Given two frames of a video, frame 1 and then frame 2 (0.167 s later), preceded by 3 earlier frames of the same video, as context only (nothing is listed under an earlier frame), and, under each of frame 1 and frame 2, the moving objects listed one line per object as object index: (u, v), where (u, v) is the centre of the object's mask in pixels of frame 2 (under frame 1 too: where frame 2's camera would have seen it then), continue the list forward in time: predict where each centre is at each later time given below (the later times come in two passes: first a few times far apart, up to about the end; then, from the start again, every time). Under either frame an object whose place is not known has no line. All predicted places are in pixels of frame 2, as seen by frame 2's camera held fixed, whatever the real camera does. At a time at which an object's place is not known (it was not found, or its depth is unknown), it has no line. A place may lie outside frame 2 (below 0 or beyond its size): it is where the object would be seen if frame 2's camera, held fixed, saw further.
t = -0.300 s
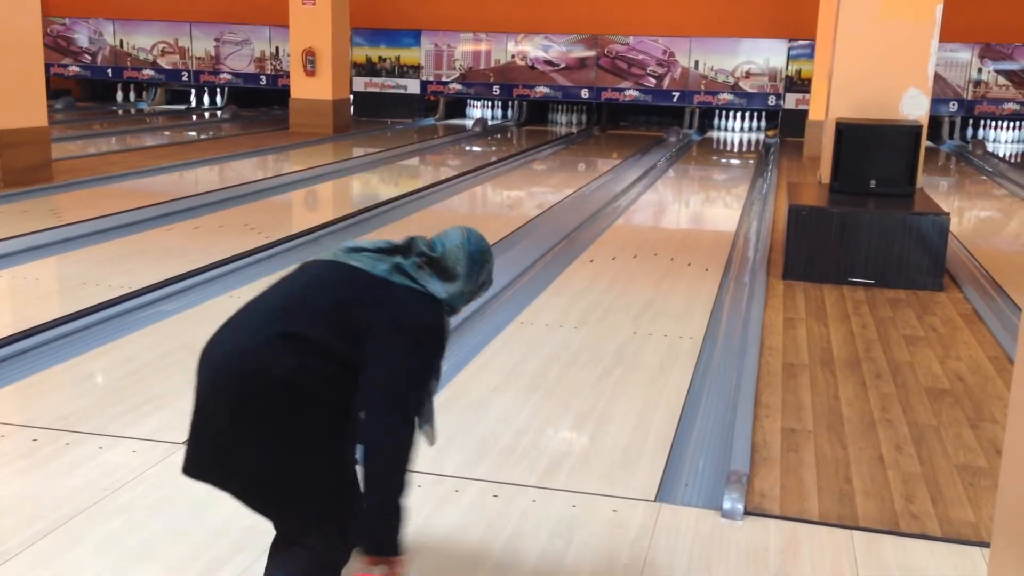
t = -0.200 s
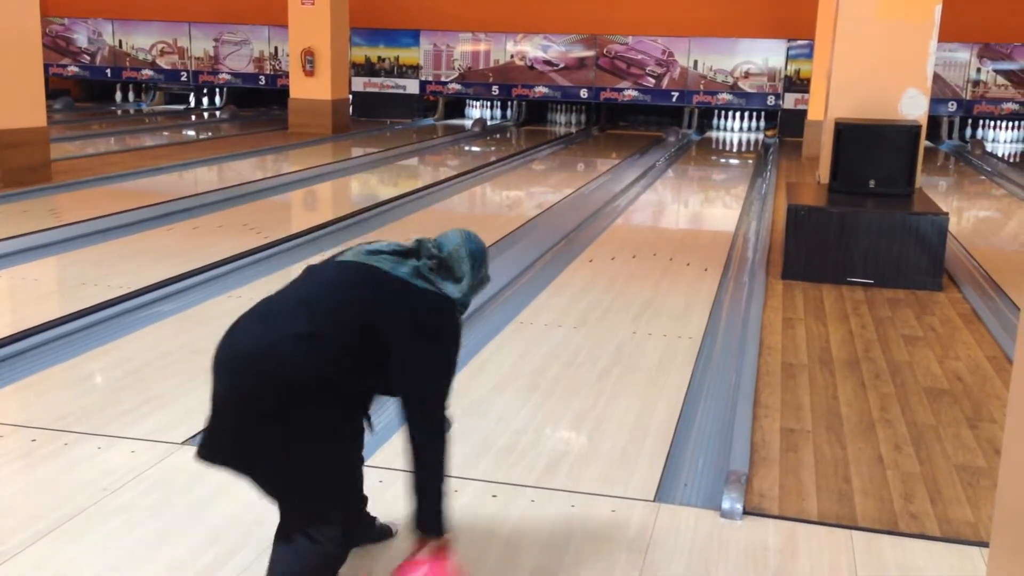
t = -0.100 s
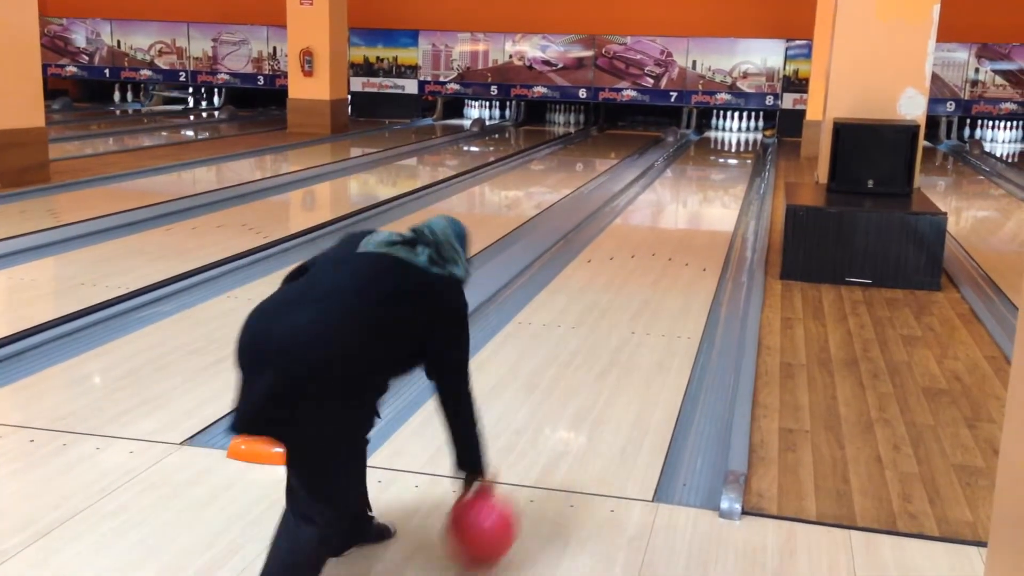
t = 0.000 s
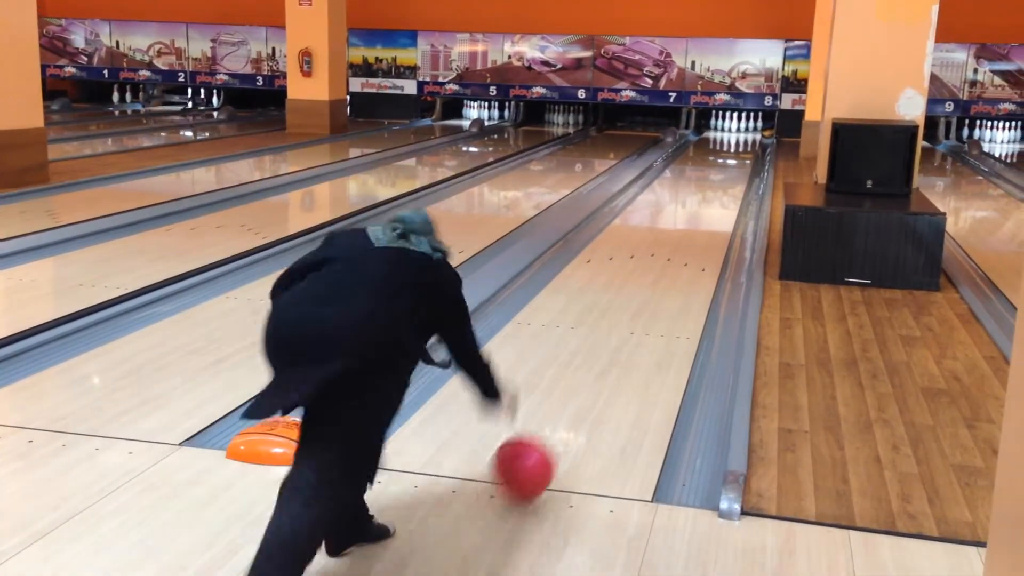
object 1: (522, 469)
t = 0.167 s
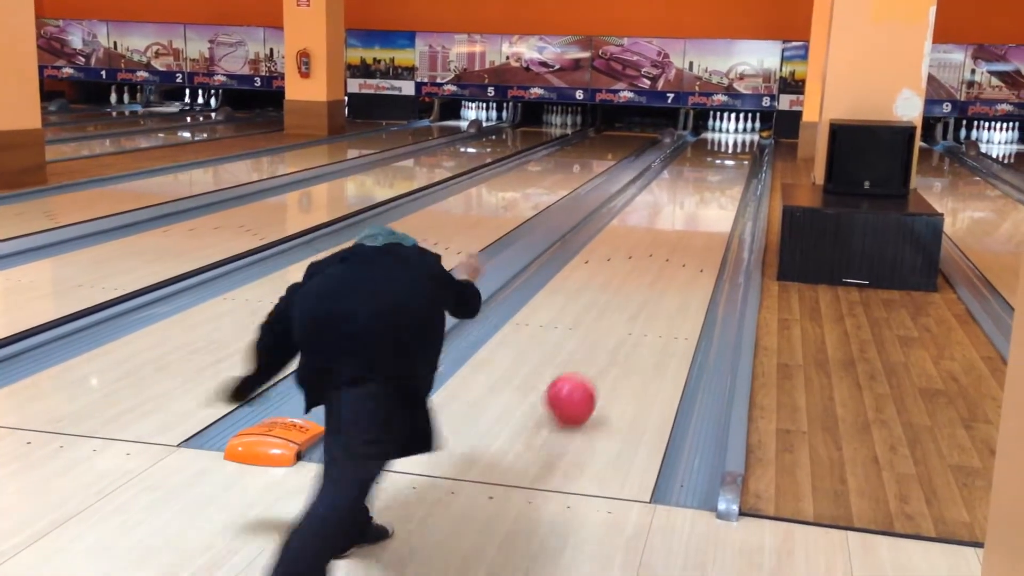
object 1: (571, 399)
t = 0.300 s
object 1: (599, 358)
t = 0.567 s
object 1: (637, 300)
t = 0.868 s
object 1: (665, 257)
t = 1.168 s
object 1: (684, 227)
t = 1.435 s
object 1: (697, 207)
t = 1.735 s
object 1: (707, 191)
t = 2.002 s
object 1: (714, 179)
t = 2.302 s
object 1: (720, 169)
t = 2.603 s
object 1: (725, 160)
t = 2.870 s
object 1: (728, 153)
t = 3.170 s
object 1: (730, 148)
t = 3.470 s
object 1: (731, 144)
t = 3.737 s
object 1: (732, 140)
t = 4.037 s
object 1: (733, 135)
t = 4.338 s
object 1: (734, 132)
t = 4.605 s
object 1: (735, 129)
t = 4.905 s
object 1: (741, 128)
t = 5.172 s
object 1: (743, 127)
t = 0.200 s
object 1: (579, 388)
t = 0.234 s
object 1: (586, 377)
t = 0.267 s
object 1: (592, 367)
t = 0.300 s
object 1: (599, 358)
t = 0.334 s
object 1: (604, 349)
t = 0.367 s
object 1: (610, 341)
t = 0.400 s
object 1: (615, 333)
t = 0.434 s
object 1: (620, 326)
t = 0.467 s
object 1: (624, 319)
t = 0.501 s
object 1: (629, 312)
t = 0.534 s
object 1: (633, 306)
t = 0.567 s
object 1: (637, 300)
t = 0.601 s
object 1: (641, 295)
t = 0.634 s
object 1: (644, 289)
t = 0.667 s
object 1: (648, 283)
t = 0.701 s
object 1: (651, 278)
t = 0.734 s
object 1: (654, 274)
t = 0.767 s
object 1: (657, 269)
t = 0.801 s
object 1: (660, 265)
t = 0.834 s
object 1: (662, 261)
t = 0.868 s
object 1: (665, 257)
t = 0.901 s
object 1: (667, 253)
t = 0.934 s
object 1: (670, 249)
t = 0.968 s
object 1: (672, 246)
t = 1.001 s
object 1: (674, 243)
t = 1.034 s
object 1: (676, 239)
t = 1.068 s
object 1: (678, 236)
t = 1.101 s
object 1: (681, 233)
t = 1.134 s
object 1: (682, 230)
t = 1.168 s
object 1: (684, 227)
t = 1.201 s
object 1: (686, 225)
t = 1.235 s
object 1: (687, 222)
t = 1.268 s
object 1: (689, 219)
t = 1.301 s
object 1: (691, 217)
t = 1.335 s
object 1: (692, 214)
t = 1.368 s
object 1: (694, 212)
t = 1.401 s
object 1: (695, 210)
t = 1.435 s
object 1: (697, 207)
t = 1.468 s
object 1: (698, 205)
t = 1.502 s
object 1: (699, 203)
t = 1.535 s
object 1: (700, 201)
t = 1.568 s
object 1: (702, 199)
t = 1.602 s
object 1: (703, 198)
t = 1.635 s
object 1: (704, 196)
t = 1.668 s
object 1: (705, 194)
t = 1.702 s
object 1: (706, 193)
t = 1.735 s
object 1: (707, 191)
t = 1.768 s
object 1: (708, 189)
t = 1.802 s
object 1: (709, 187)
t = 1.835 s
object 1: (710, 186)
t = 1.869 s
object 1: (711, 185)
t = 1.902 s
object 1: (712, 183)
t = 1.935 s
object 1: (713, 182)
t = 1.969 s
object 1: (713, 180)
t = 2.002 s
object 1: (714, 179)
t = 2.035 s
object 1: (715, 178)
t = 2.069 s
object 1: (716, 177)
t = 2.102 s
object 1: (716, 176)
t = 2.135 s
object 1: (717, 174)
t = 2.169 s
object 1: (718, 173)
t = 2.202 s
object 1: (719, 172)
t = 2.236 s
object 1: (719, 171)
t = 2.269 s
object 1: (719, 170)
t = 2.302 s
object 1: (720, 169)
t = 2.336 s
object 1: (721, 168)
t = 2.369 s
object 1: (721, 166)
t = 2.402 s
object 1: (722, 166)
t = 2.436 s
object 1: (723, 165)
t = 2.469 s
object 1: (723, 164)
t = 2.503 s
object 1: (724, 163)
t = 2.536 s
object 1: (724, 162)
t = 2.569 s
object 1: (724, 161)
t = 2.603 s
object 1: (725, 160)
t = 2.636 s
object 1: (725, 159)
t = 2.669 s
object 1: (725, 159)
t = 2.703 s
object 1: (726, 158)
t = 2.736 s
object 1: (727, 157)
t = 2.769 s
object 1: (727, 156)
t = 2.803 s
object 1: (727, 155)
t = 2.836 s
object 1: (727, 154)
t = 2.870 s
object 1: (728, 153)
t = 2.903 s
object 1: (728, 153)
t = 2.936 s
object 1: (728, 153)
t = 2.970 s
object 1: (728, 152)
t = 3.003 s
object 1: (729, 150)
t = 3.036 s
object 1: (729, 150)
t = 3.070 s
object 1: (730, 150)
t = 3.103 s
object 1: (730, 149)
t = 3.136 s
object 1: (730, 148)
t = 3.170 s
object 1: (730, 148)
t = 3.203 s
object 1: (730, 147)
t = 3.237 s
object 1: (730, 147)
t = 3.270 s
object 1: (730, 147)
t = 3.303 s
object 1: (731, 146)
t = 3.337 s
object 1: (731, 146)
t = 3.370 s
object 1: (731, 146)
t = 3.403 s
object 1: (731, 145)
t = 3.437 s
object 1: (731, 144)
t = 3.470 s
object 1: (731, 144)
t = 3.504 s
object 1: (732, 143)
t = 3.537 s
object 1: (732, 142)
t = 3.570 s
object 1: (732, 142)
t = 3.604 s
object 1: (732, 141)
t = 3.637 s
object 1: (732, 141)
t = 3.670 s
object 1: (732, 142)
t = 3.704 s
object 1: (732, 140)
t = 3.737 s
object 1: (732, 140)
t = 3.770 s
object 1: (732, 140)
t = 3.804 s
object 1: (732, 139)
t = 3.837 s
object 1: (732, 139)
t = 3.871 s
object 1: (732, 138)
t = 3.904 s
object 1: (733, 138)
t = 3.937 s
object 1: (733, 137)
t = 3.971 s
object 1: (733, 137)
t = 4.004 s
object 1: (733, 136)
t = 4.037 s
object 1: (733, 135)
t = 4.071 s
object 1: (734, 135)
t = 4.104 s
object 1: (734, 135)
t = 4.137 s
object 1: (733, 134)
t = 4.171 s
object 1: (734, 134)
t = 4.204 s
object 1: (734, 134)
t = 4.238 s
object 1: (734, 133)
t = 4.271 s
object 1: (734, 133)
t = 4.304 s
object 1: (734, 132)
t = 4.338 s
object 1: (734, 132)
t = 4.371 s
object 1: (734, 132)
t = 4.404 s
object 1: (735, 132)
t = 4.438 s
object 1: (735, 131)
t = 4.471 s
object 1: (735, 131)
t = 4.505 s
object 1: (735, 130)
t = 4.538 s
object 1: (735, 130)
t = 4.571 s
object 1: (735, 130)
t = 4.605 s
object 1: (735, 129)
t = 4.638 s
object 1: (735, 129)
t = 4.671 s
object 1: (736, 129)
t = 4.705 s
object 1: (737, 128)
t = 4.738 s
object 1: (738, 128)
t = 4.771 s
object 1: (738, 128)
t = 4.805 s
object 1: (739, 128)
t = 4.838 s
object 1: (739, 128)
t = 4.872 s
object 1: (740, 128)
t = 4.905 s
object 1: (741, 128)
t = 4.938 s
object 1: (741, 128)
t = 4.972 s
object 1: (742, 128)
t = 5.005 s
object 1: (742, 127)
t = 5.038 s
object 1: (742, 127)
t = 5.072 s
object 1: (742, 127)
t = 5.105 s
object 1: (743, 127)
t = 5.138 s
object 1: (743, 127)
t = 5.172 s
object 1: (743, 127)
